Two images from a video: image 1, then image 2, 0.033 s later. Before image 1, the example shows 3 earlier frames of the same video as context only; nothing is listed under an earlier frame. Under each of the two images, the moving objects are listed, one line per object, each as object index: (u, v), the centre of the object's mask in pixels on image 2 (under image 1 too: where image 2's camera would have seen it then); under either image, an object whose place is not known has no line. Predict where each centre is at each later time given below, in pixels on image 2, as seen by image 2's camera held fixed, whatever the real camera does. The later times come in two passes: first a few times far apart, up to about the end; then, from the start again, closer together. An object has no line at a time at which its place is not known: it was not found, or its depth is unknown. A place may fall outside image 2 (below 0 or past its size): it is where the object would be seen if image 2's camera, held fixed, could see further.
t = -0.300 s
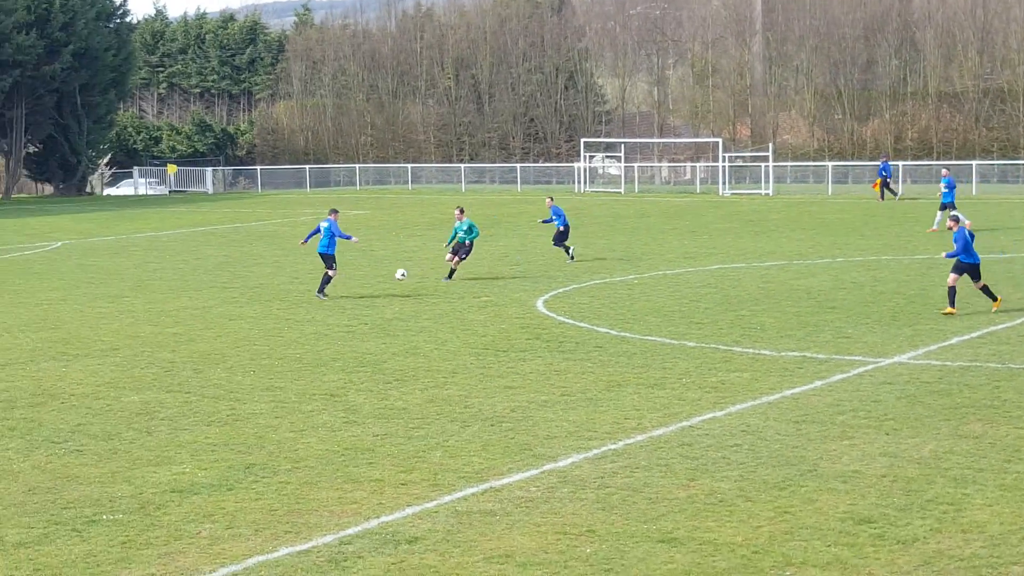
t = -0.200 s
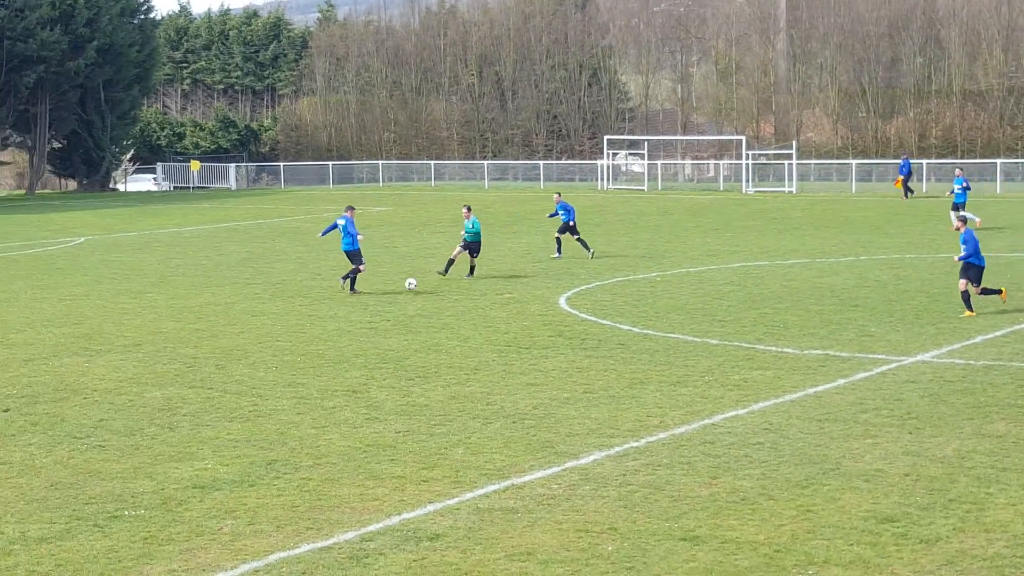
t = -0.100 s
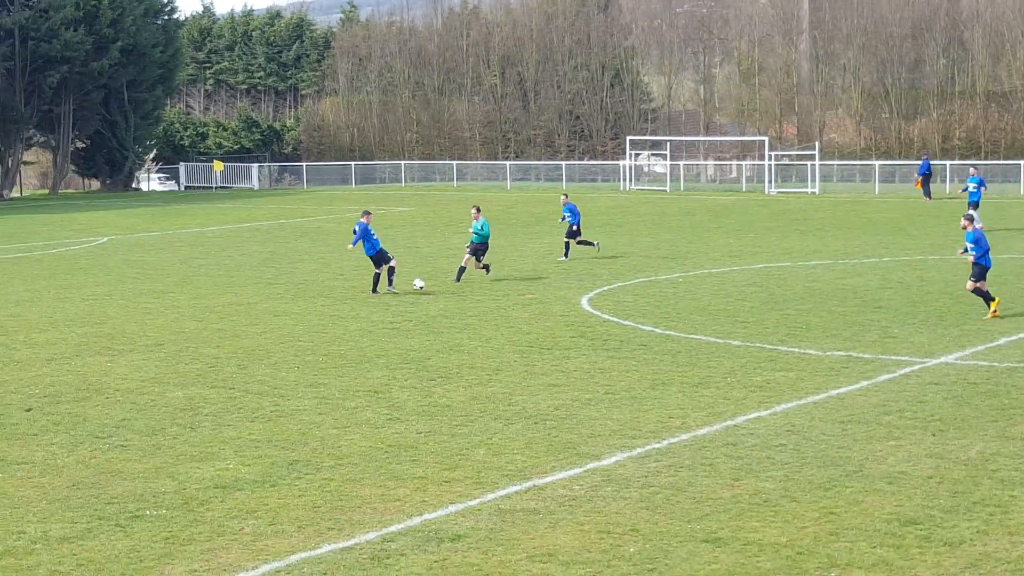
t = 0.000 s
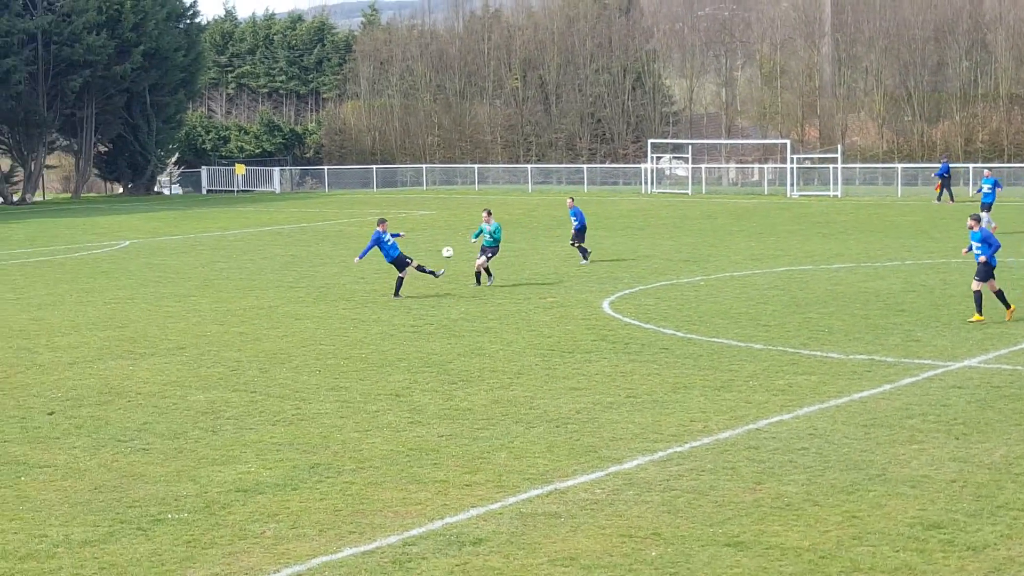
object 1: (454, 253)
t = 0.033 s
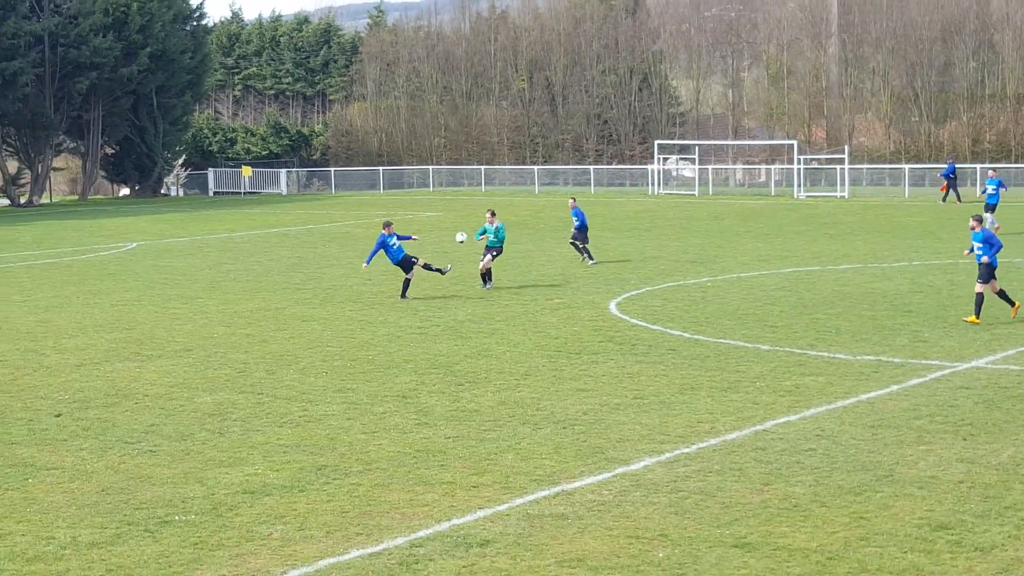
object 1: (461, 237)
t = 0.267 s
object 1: (504, 146)
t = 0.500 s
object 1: (543, 89)
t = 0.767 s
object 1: (583, 58)
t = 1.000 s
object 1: (614, 60)
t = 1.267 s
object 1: (649, 89)
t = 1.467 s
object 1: (673, 128)
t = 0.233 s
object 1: (498, 157)
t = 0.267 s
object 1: (504, 146)
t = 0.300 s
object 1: (510, 136)
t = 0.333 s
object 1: (516, 126)
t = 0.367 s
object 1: (521, 118)
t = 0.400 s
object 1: (527, 109)
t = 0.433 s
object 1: (533, 102)
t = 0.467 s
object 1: (538, 95)
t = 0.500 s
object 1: (543, 89)
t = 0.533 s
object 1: (549, 83)
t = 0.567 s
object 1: (554, 78)
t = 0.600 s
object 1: (558, 73)
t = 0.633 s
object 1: (563, 69)
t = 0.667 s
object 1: (568, 66)
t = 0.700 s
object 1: (573, 63)
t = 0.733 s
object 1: (578, 60)
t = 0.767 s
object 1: (583, 58)
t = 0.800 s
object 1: (588, 57)
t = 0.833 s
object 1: (592, 56)
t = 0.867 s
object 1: (596, 56)
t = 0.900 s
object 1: (601, 57)
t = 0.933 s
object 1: (605, 57)
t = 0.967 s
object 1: (610, 58)
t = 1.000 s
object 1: (614, 60)
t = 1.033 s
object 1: (619, 62)
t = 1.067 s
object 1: (623, 64)
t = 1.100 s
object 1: (628, 68)
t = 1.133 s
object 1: (632, 71)
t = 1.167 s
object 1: (636, 75)
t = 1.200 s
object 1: (640, 79)
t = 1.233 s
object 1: (644, 85)
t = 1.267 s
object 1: (649, 89)
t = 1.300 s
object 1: (653, 95)
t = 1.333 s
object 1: (657, 101)
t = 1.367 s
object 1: (661, 107)
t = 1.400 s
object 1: (665, 114)
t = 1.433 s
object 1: (669, 121)
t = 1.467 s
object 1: (673, 128)
